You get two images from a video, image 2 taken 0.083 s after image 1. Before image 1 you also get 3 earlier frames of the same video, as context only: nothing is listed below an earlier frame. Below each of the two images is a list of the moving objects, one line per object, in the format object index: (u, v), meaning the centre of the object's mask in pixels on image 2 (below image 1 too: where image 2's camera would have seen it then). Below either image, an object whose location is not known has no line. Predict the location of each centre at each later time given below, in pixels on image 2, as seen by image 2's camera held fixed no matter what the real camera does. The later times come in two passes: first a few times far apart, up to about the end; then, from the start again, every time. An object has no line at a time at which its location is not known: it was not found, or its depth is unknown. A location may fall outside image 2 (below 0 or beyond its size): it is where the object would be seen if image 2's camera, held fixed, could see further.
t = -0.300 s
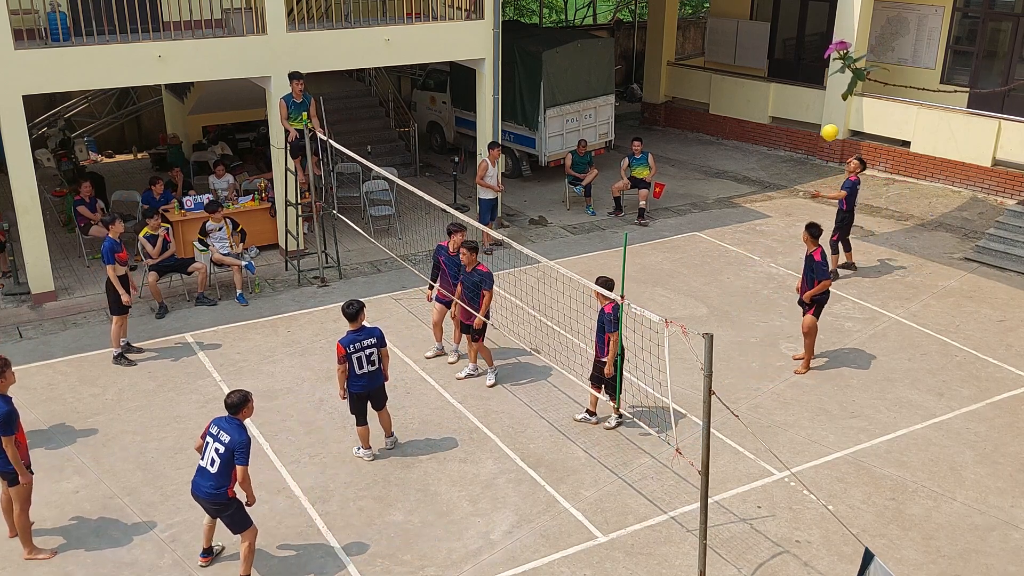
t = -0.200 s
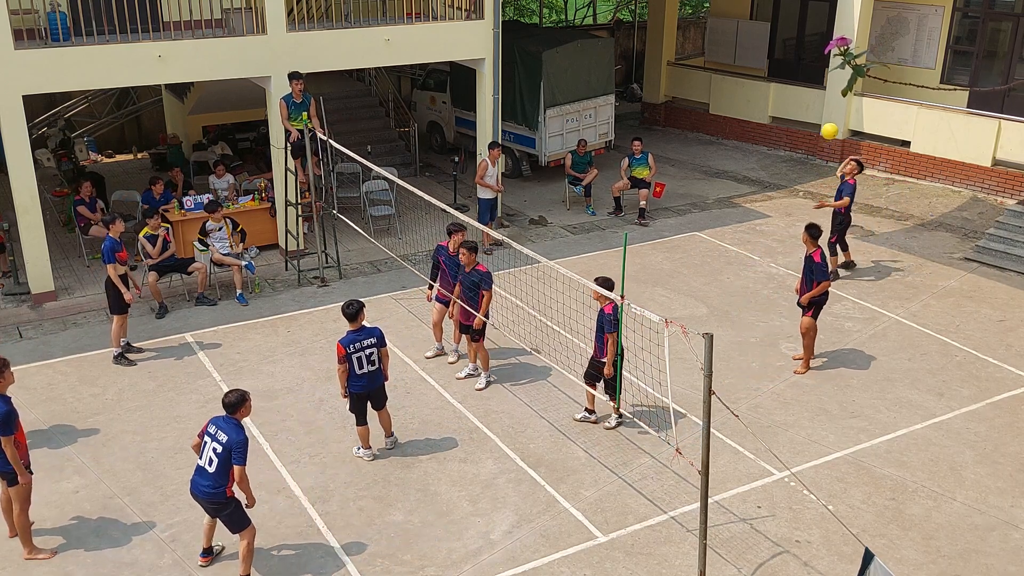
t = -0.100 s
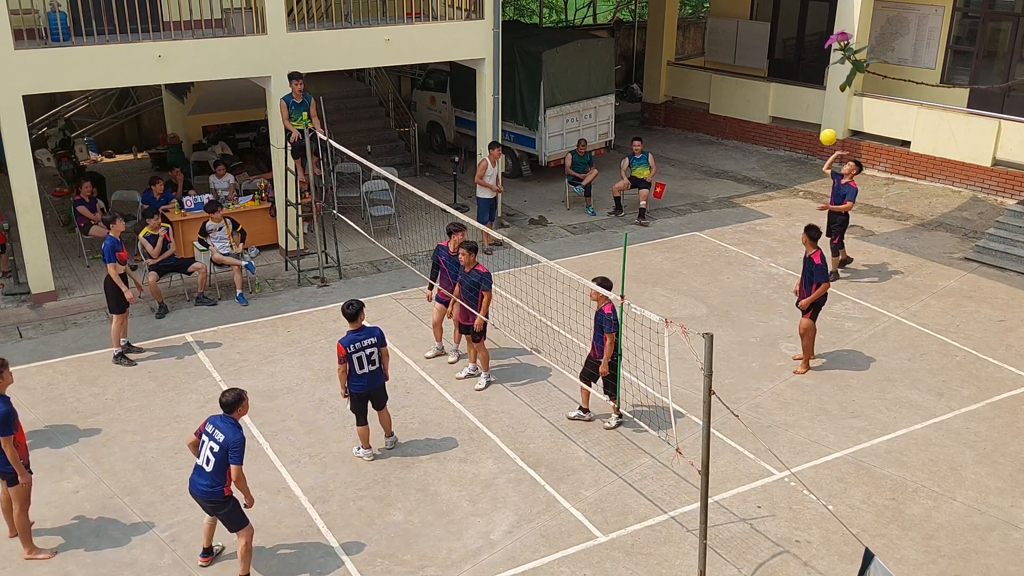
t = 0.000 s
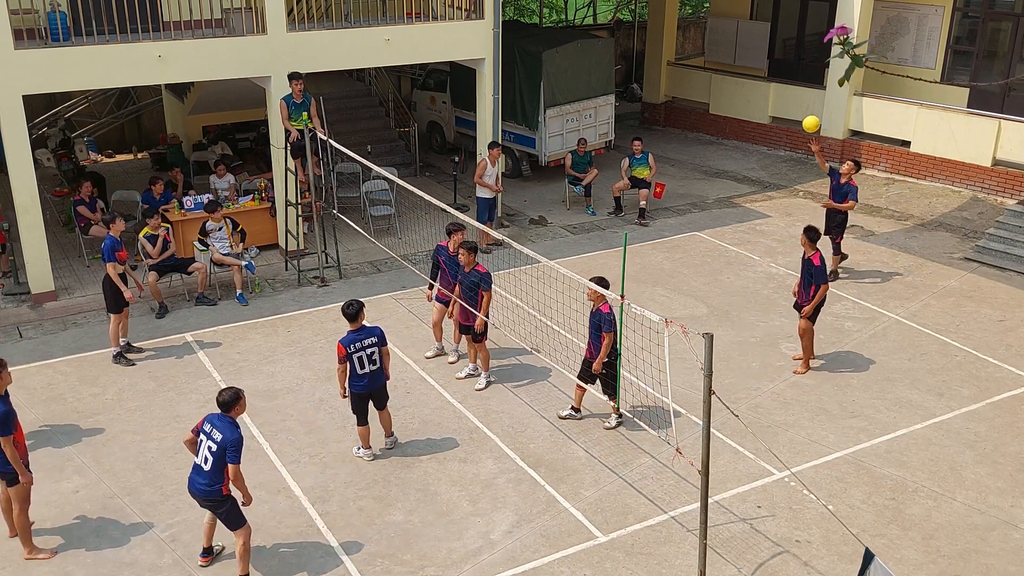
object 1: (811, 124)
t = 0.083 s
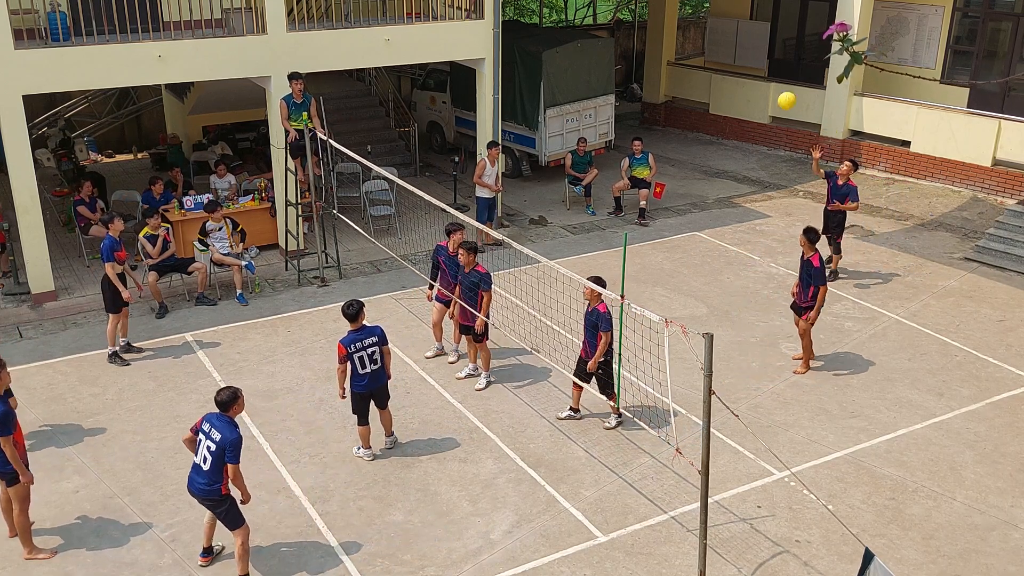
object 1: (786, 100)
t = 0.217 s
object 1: (742, 72)
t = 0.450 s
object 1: (651, 55)
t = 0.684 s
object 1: (546, 87)
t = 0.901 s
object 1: (437, 174)
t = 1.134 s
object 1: (316, 331)
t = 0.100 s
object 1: (781, 96)
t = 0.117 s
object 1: (776, 92)
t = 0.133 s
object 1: (770, 89)
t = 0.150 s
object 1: (764, 85)
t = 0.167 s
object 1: (759, 82)
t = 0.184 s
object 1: (753, 78)
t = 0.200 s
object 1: (747, 75)
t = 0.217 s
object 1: (742, 72)
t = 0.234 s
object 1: (736, 70)
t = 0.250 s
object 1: (729, 67)
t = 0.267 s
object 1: (723, 65)
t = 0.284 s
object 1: (717, 63)
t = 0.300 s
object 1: (711, 61)
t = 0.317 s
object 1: (704, 60)
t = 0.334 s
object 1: (698, 58)
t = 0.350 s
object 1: (691, 57)
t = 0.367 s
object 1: (685, 56)
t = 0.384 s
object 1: (678, 56)
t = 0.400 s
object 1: (672, 55)
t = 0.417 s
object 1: (665, 55)
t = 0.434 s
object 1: (658, 55)
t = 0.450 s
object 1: (651, 55)
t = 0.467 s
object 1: (644, 55)
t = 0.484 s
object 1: (637, 56)
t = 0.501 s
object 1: (630, 57)
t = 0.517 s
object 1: (623, 58)
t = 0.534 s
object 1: (615, 60)
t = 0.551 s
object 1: (608, 61)
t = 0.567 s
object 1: (601, 64)
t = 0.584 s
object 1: (593, 66)
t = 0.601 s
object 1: (585, 69)
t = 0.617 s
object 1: (578, 72)
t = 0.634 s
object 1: (570, 75)
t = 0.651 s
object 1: (562, 79)
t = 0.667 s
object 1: (554, 83)
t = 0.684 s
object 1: (546, 87)
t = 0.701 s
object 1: (537, 92)
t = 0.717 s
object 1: (529, 97)
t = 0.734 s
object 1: (521, 102)
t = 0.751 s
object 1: (512, 108)
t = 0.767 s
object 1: (504, 114)
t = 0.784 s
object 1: (496, 120)
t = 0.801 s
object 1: (487, 127)
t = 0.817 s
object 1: (479, 134)
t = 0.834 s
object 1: (470, 141)
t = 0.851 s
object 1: (462, 149)
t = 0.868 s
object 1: (453, 157)
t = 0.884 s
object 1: (445, 165)
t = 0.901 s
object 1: (437, 174)
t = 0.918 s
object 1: (428, 183)
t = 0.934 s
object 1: (420, 192)
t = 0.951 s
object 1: (411, 202)
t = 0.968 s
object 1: (403, 212)
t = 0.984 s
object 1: (394, 222)
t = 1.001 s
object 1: (385, 233)
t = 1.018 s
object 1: (377, 244)
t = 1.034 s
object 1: (368, 255)
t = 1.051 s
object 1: (360, 267)
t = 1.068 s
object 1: (351, 279)
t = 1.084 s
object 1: (342, 292)
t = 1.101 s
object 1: (333, 305)
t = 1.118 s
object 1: (325, 318)
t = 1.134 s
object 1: (316, 331)
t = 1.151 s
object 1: (308, 345)
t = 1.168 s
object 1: (299, 359)
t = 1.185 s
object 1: (291, 374)
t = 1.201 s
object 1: (282, 388)
